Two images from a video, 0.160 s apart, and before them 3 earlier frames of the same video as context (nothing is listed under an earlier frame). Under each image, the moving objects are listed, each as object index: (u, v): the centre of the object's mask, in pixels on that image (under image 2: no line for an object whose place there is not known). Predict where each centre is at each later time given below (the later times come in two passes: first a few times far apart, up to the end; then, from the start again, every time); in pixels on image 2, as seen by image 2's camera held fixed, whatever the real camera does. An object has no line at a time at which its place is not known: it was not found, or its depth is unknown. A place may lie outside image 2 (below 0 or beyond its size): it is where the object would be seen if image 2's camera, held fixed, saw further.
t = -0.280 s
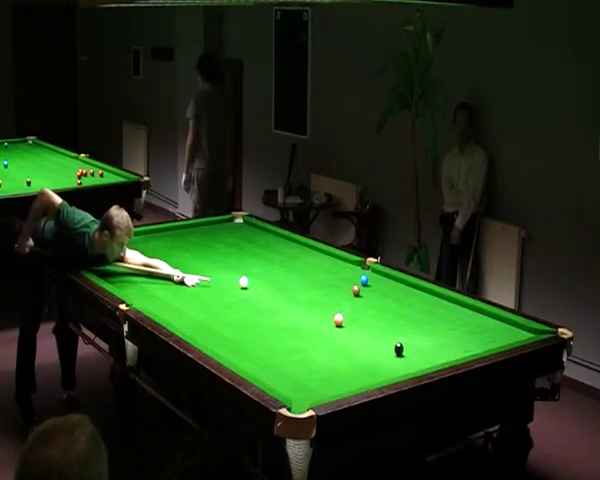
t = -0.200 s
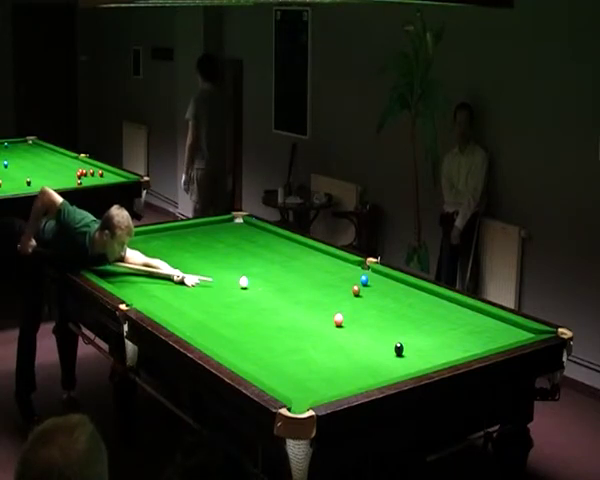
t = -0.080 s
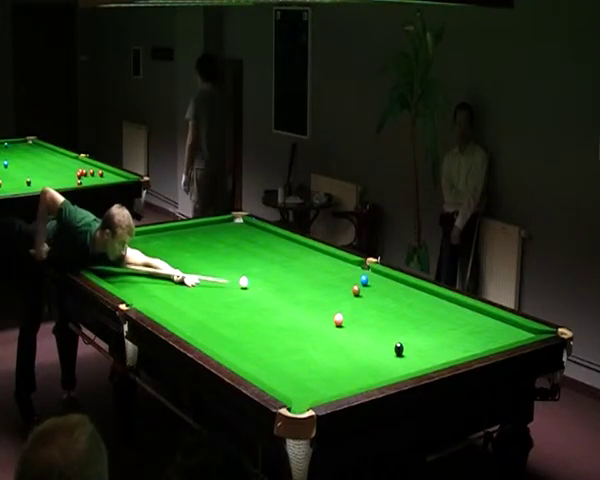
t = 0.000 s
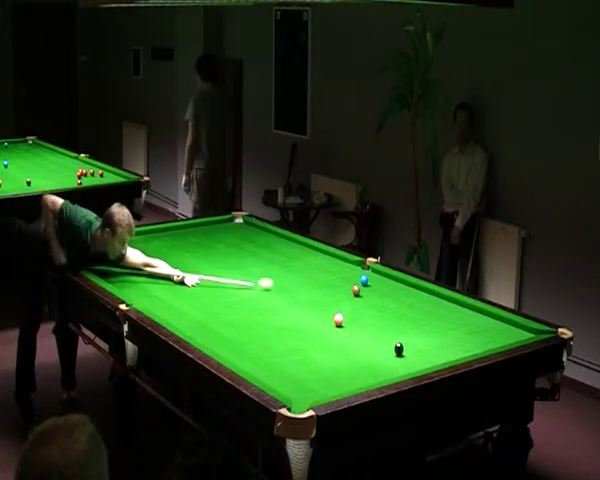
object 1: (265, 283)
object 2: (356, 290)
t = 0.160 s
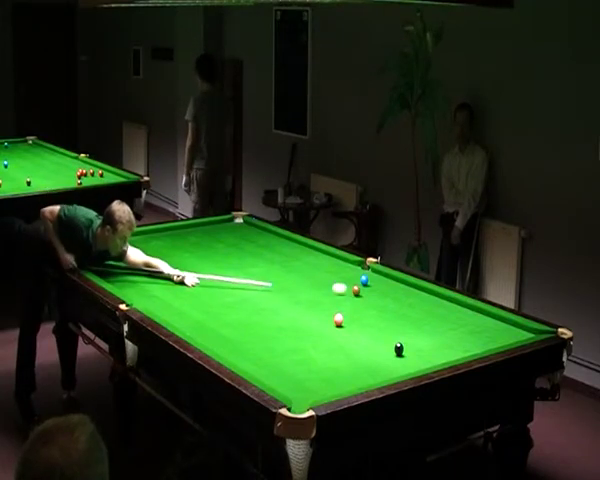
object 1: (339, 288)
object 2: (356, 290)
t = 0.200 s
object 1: (349, 289)
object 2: (363, 291)
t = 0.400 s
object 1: (353, 288)
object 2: (436, 297)
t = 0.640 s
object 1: (359, 287)
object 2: (448, 312)
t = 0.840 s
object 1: (363, 286)
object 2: (451, 325)
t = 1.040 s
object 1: (367, 285)
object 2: (453, 339)
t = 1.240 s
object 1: (370, 284)
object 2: (455, 353)
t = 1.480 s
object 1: (372, 284)
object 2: (431, 359)
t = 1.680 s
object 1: (374, 283)
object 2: (401, 358)
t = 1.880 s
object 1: (376, 283)
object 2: (372, 356)
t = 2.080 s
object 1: (377, 282)
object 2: (344, 355)
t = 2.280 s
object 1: (377, 282)
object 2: (316, 354)
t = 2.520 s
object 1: (378, 282)
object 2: (285, 352)
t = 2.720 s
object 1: (378, 282)
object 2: (259, 352)
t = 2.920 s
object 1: (378, 282)
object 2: (235, 350)
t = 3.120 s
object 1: (378, 282)
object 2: (213, 346)
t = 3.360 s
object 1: (378, 282)
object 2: (217, 342)
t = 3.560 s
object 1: (378, 282)
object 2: (221, 337)
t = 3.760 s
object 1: (378, 282)
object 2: (225, 332)
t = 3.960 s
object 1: (378, 282)
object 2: (228, 327)
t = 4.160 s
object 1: (378, 282)
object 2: (230, 323)
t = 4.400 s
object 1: (378, 282)
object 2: (234, 318)
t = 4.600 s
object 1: (378, 282)
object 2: (236, 314)
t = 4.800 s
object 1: (378, 282)
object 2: (238, 311)
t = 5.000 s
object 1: (378, 282)
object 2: (241, 308)
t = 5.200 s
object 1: (378, 282)
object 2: (243, 305)
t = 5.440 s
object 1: (378, 282)
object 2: (245, 302)
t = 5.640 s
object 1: (378, 282)
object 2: (247, 299)
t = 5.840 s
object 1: (378, 282)
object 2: (248, 297)
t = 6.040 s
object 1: (378, 282)
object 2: (250, 295)
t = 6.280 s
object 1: (378, 282)
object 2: (252, 293)
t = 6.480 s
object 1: (378, 282)
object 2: (253, 292)
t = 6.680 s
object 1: (378, 282)
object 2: (255, 290)
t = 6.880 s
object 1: (378, 282)
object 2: (255, 289)
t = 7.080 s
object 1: (378, 282)
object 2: (256, 288)
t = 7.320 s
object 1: (378, 282)
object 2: (257, 287)
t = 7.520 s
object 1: (378, 282)
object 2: (258, 287)
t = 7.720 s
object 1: (378, 282)
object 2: (258, 287)
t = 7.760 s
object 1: (378, 282)
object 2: (258, 287)
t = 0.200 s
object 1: (349, 289)
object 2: (363, 291)
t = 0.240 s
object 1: (350, 289)
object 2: (379, 292)
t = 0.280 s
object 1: (350, 288)
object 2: (394, 294)
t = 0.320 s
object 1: (351, 288)
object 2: (408, 295)
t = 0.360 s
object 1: (353, 288)
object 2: (423, 297)
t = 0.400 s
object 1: (353, 288)
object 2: (436, 297)
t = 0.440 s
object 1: (355, 288)
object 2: (448, 299)
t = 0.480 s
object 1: (355, 287)
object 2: (448, 301)
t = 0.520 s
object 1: (356, 287)
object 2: (448, 304)
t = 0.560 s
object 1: (357, 287)
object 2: (448, 307)
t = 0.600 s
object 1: (358, 287)
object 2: (448, 309)
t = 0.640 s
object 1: (359, 287)
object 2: (448, 312)
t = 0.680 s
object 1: (360, 286)
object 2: (449, 314)
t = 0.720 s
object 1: (360, 286)
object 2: (449, 317)
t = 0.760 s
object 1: (361, 286)
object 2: (450, 319)
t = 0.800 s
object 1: (362, 286)
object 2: (450, 322)
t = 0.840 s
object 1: (363, 286)
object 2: (451, 325)
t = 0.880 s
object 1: (364, 286)
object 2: (451, 327)
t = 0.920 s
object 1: (364, 286)
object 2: (452, 330)
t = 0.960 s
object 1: (365, 286)
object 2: (452, 333)
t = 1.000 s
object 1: (366, 285)
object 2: (452, 336)
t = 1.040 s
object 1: (367, 285)
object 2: (453, 339)
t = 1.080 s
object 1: (367, 285)
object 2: (453, 342)
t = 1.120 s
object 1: (368, 285)
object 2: (453, 344)
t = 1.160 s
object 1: (369, 285)
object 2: (454, 347)
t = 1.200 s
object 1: (369, 285)
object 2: (455, 350)
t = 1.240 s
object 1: (370, 284)
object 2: (455, 353)
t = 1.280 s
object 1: (370, 284)
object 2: (455, 355)
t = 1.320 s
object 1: (371, 284)
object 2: (455, 356)
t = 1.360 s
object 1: (371, 284)
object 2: (450, 356)
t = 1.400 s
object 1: (371, 284)
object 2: (443, 357)
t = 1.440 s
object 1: (372, 284)
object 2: (437, 358)
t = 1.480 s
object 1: (372, 284)
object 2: (431, 359)
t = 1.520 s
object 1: (373, 284)
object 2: (425, 358)
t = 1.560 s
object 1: (373, 284)
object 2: (419, 358)
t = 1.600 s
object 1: (373, 284)
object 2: (413, 358)
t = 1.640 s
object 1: (374, 284)
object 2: (407, 358)
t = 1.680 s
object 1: (374, 283)
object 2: (401, 358)
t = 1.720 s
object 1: (374, 283)
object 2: (395, 357)
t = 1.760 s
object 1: (375, 283)
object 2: (389, 357)
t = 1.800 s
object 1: (375, 283)
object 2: (383, 357)
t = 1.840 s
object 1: (375, 283)
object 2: (378, 356)
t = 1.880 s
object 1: (376, 283)
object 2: (372, 356)
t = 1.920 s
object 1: (376, 283)
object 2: (366, 356)
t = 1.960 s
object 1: (376, 283)
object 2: (361, 356)
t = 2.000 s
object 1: (376, 283)
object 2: (355, 356)
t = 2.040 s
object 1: (376, 282)
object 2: (349, 355)
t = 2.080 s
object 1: (377, 282)
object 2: (344, 355)
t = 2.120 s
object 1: (377, 282)
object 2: (338, 355)
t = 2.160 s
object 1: (377, 282)
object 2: (333, 355)
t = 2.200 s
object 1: (377, 282)
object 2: (327, 355)
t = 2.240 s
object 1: (377, 282)
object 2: (322, 354)
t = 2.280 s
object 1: (377, 282)
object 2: (316, 354)
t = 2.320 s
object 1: (377, 282)
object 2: (311, 354)
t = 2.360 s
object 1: (377, 282)
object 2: (306, 353)
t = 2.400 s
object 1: (377, 282)
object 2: (300, 353)
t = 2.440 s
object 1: (378, 282)
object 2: (295, 353)
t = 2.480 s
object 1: (378, 282)
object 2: (290, 353)
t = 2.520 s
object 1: (378, 282)
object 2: (285, 352)
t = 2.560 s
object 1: (377, 282)
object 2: (279, 353)
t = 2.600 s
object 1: (377, 282)
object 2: (274, 352)
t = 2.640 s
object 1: (378, 282)
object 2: (269, 352)
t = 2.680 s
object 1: (378, 282)
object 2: (264, 352)
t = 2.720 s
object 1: (378, 282)
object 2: (259, 352)
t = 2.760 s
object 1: (378, 282)
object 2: (254, 351)
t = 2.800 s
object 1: (378, 282)
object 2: (249, 351)
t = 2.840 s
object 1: (378, 282)
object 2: (244, 351)
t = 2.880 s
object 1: (378, 282)
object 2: (239, 351)
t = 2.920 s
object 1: (378, 282)
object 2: (235, 350)
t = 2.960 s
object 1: (378, 282)
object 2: (230, 350)
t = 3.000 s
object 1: (378, 282)
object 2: (226, 350)
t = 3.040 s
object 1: (378, 282)
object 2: (221, 348)
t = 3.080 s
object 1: (378, 282)
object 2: (216, 347)
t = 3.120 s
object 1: (378, 282)
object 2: (213, 346)
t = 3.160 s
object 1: (378, 282)
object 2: (214, 345)
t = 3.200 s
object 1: (378, 282)
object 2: (214, 345)
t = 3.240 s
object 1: (378, 282)
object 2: (215, 344)
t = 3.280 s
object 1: (378, 282)
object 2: (216, 344)
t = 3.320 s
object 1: (378, 282)
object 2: (217, 343)
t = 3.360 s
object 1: (378, 282)
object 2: (217, 342)
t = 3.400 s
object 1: (378, 282)
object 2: (218, 341)
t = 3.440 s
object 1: (378, 282)
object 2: (219, 340)
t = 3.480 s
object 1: (378, 282)
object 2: (220, 339)
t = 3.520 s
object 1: (378, 282)
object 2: (220, 337)
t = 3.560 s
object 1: (378, 282)
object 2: (221, 337)
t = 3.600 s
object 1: (378, 282)
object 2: (222, 336)
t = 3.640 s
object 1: (378, 282)
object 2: (222, 335)
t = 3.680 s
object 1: (378, 282)
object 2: (223, 334)
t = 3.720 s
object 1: (378, 282)
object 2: (224, 333)
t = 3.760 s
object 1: (378, 282)
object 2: (225, 332)
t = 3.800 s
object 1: (378, 282)
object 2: (225, 330)
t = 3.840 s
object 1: (378, 282)
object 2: (226, 330)
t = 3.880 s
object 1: (378, 282)
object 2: (227, 329)
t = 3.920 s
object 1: (378, 282)
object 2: (227, 328)
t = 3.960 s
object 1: (378, 282)
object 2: (228, 327)
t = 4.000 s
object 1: (378, 282)
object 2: (228, 326)
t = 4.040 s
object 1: (378, 282)
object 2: (229, 326)
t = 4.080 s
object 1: (378, 282)
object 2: (230, 325)
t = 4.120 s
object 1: (378, 282)
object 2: (230, 324)
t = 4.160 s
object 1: (378, 282)
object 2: (230, 323)
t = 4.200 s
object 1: (378, 282)
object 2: (231, 322)
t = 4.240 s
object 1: (378, 282)
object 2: (232, 321)
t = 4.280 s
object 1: (378, 282)
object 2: (232, 320)
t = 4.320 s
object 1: (378, 282)
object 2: (233, 320)
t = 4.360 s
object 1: (378, 282)
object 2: (233, 319)
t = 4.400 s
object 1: (378, 282)
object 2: (234, 318)
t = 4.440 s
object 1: (378, 282)
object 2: (234, 317)
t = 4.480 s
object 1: (378, 282)
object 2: (235, 316)
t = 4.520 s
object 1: (378, 282)
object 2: (235, 316)
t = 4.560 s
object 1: (378, 282)
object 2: (236, 315)
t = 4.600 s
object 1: (378, 282)
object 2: (236, 314)
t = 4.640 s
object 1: (378, 282)
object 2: (237, 313)
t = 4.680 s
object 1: (378, 282)
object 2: (237, 313)
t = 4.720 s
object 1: (378, 282)
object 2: (238, 312)
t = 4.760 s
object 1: (378, 282)
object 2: (238, 311)
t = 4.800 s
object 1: (378, 282)
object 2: (238, 311)
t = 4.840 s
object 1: (378, 282)
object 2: (239, 310)
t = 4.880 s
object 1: (378, 282)
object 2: (239, 310)
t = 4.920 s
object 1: (378, 282)
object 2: (240, 309)
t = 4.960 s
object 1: (378, 282)
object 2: (240, 308)
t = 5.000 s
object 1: (378, 282)
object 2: (241, 308)
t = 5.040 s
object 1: (378, 282)
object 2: (241, 307)
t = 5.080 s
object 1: (378, 282)
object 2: (241, 306)
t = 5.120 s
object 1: (378, 282)
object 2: (242, 306)
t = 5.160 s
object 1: (378, 282)
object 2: (242, 305)
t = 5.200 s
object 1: (378, 282)
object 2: (243, 305)
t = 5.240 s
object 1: (378, 282)
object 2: (243, 304)
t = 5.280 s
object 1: (378, 282)
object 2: (243, 304)
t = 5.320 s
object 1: (378, 282)
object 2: (244, 303)
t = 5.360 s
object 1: (378, 282)
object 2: (244, 303)
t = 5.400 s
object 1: (378, 282)
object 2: (244, 302)
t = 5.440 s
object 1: (378, 282)
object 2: (245, 302)
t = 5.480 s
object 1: (378, 282)
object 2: (245, 301)
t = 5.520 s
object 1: (378, 282)
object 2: (246, 301)
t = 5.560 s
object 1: (378, 282)
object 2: (246, 300)
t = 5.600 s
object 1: (378, 282)
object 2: (246, 300)
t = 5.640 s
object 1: (378, 282)
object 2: (247, 299)
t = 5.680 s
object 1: (378, 282)
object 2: (247, 299)
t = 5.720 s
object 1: (378, 282)
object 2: (247, 298)
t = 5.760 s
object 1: (378, 282)
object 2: (248, 298)
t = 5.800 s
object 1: (378, 282)
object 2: (248, 298)
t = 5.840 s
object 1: (378, 282)
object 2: (248, 297)
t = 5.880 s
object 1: (378, 282)
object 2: (249, 297)
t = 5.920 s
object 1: (378, 282)
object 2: (249, 296)
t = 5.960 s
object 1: (378, 282)
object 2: (250, 296)
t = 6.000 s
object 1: (378, 282)
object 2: (250, 296)
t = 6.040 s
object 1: (378, 282)
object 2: (250, 295)
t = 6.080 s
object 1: (378, 282)
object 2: (250, 295)
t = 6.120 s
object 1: (378, 282)
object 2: (251, 294)
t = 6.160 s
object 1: (378, 282)
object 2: (251, 294)
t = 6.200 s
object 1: (378, 282)
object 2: (251, 294)
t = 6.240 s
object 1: (378, 282)
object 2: (251, 294)
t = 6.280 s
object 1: (378, 282)
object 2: (252, 293)
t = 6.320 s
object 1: (378, 282)
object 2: (252, 293)
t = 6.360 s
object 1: (378, 282)
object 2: (252, 292)
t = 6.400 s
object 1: (378, 282)
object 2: (252, 292)
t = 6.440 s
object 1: (378, 282)
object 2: (253, 292)
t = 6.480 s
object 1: (378, 282)
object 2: (253, 292)
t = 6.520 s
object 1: (378, 282)
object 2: (253, 291)
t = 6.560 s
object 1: (378, 282)
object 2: (254, 291)
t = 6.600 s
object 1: (378, 282)
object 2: (254, 291)
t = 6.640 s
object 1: (378, 282)
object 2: (254, 291)
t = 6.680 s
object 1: (378, 282)
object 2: (255, 290)
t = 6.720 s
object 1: (378, 282)
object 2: (255, 290)
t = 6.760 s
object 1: (378, 282)
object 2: (255, 290)
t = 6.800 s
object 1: (378, 282)
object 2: (255, 289)
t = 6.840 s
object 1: (378, 282)
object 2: (255, 289)
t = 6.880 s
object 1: (378, 282)
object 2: (255, 289)
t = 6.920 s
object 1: (378, 282)
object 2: (256, 289)
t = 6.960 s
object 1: (378, 282)
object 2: (256, 289)
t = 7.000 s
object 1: (378, 282)
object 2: (256, 289)
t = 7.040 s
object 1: (378, 282)
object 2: (256, 289)
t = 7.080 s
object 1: (378, 282)
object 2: (256, 288)
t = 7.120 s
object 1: (378, 282)
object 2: (256, 288)
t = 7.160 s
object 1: (378, 282)
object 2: (257, 288)
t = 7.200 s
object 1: (378, 282)
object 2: (257, 288)
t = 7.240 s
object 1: (378, 282)
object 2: (257, 288)
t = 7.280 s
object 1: (378, 282)
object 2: (257, 288)
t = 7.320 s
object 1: (378, 282)
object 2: (257, 287)
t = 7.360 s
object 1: (378, 282)
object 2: (258, 287)
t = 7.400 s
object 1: (378, 282)
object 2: (258, 287)
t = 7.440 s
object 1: (378, 282)
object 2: (258, 287)
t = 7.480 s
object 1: (378, 282)
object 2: (258, 287)
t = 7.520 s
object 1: (378, 282)
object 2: (258, 287)
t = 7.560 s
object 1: (378, 282)
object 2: (258, 287)
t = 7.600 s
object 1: (378, 282)
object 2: (258, 287)
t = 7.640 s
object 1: (378, 282)
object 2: (258, 287)
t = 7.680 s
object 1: (378, 282)
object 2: (258, 287)
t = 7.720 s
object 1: (378, 282)
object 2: (258, 287)
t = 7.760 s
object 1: (378, 282)
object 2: (258, 287)
